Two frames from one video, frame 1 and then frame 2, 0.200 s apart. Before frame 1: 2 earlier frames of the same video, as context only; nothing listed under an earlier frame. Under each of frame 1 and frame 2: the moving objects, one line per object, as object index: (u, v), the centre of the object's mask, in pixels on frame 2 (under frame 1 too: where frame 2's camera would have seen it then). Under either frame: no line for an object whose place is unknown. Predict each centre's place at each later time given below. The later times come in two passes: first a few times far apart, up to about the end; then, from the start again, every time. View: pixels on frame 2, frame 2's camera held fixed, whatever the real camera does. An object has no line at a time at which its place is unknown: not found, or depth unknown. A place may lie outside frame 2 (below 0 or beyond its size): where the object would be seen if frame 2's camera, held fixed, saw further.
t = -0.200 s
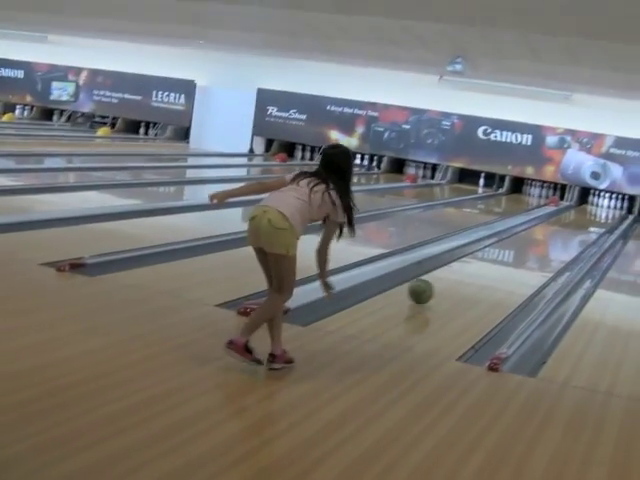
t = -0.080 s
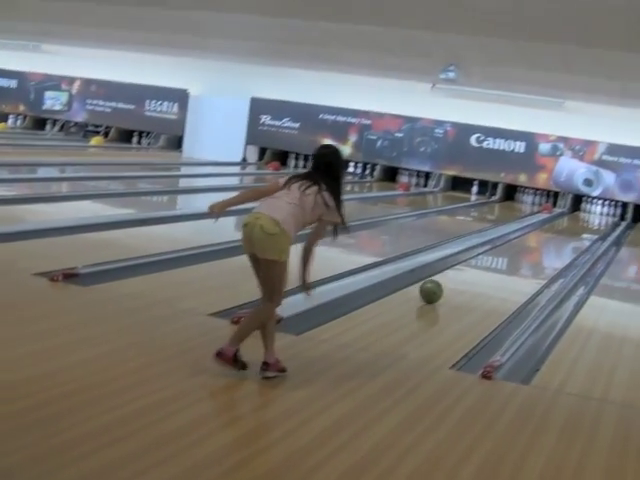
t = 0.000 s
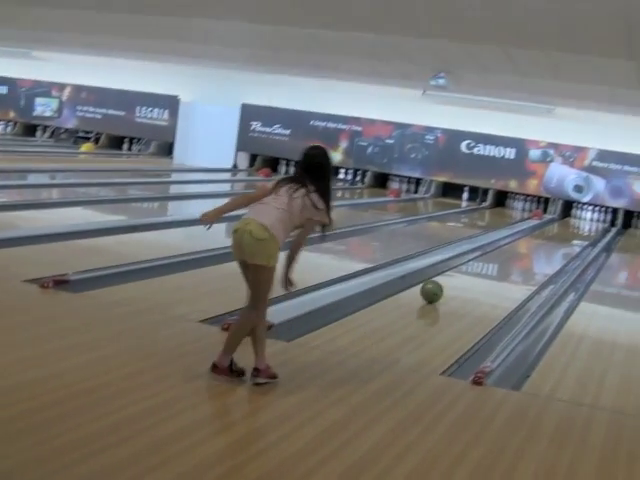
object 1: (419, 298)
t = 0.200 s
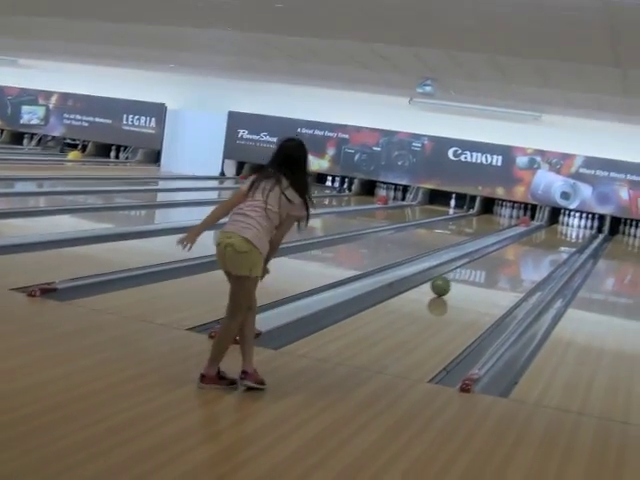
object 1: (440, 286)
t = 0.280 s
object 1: (447, 281)
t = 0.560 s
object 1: (469, 269)
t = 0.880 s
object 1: (487, 258)
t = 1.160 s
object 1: (499, 251)
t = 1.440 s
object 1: (510, 245)
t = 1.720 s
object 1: (518, 240)
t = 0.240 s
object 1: (444, 284)
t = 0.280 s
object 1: (447, 281)
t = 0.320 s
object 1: (451, 279)
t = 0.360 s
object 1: (454, 278)
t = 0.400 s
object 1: (457, 276)
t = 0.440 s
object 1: (460, 274)
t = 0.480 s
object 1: (463, 272)
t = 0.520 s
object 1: (466, 271)
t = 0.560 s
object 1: (469, 269)
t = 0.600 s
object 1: (471, 267)
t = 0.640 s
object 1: (474, 266)
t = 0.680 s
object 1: (476, 265)
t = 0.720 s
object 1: (478, 264)
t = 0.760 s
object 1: (480, 262)
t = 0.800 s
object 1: (483, 261)
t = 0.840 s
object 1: (485, 260)
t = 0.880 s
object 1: (487, 258)
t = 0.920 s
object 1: (489, 257)
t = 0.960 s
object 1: (491, 256)
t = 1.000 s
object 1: (493, 255)
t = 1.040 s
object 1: (495, 254)
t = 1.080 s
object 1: (496, 253)
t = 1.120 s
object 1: (498, 252)
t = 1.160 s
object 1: (499, 251)
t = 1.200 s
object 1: (501, 250)
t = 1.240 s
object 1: (503, 249)
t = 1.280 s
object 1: (504, 248)
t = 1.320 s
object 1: (506, 247)
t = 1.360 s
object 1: (508, 246)
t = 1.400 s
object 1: (508, 246)
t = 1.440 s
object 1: (510, 245)
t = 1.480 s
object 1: (511, 244)
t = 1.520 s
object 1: (512, 244)
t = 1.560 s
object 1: (513, 243)
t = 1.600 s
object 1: (514, 241)
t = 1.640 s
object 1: (515, 241)
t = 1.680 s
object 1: (516, 240)
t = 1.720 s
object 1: (518, 240)
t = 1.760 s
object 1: (519, 239)
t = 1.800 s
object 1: (520, 239)
